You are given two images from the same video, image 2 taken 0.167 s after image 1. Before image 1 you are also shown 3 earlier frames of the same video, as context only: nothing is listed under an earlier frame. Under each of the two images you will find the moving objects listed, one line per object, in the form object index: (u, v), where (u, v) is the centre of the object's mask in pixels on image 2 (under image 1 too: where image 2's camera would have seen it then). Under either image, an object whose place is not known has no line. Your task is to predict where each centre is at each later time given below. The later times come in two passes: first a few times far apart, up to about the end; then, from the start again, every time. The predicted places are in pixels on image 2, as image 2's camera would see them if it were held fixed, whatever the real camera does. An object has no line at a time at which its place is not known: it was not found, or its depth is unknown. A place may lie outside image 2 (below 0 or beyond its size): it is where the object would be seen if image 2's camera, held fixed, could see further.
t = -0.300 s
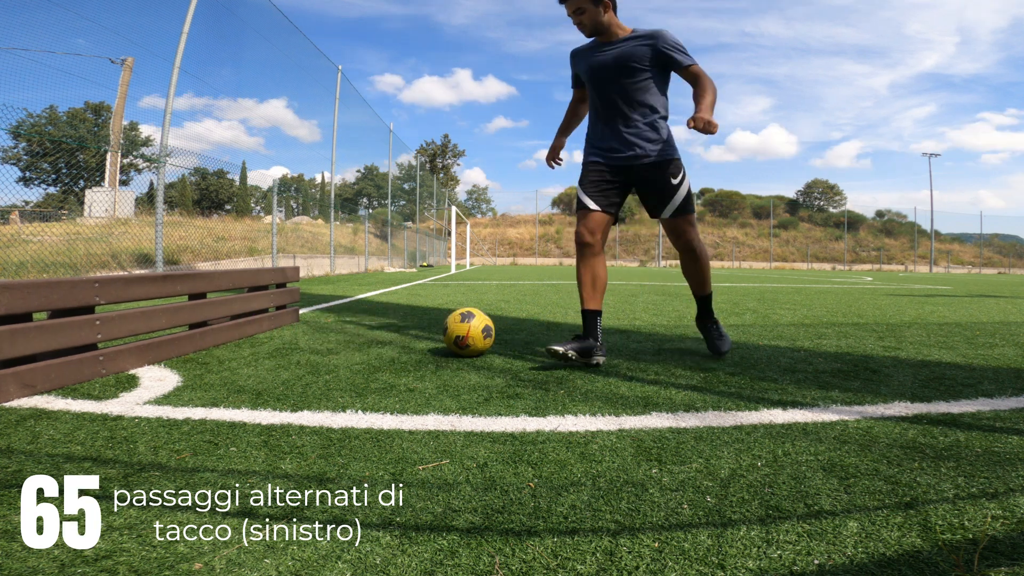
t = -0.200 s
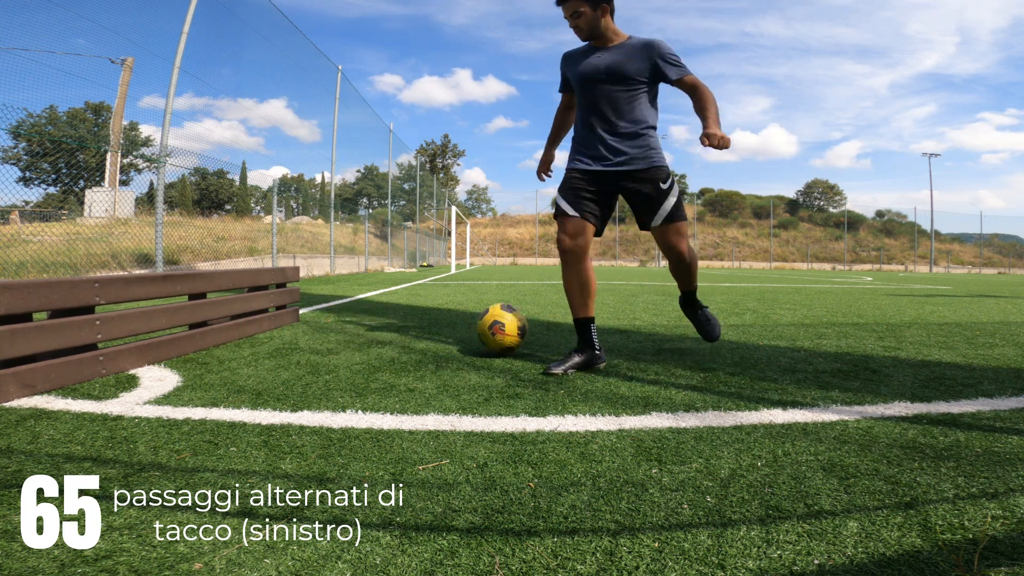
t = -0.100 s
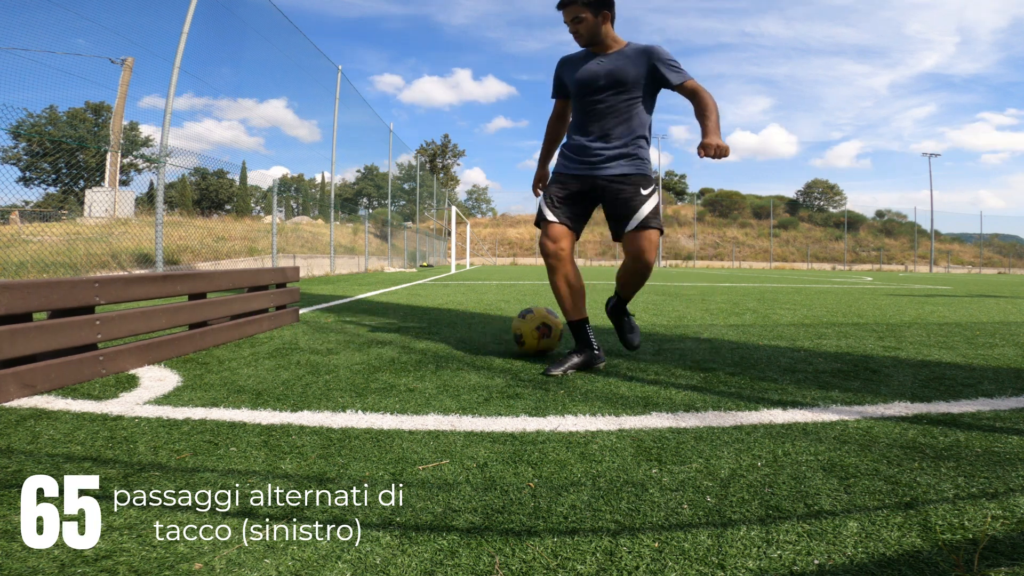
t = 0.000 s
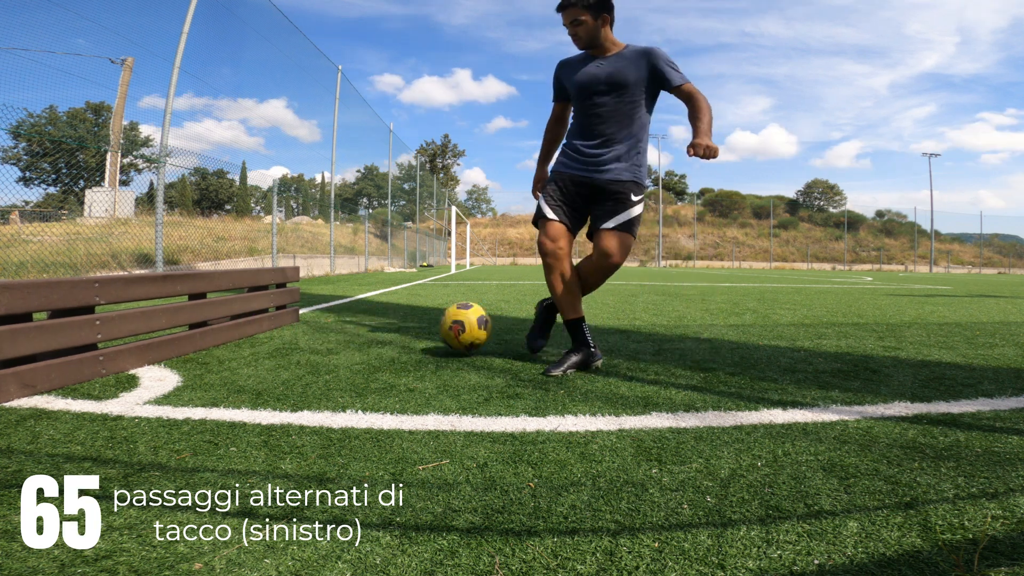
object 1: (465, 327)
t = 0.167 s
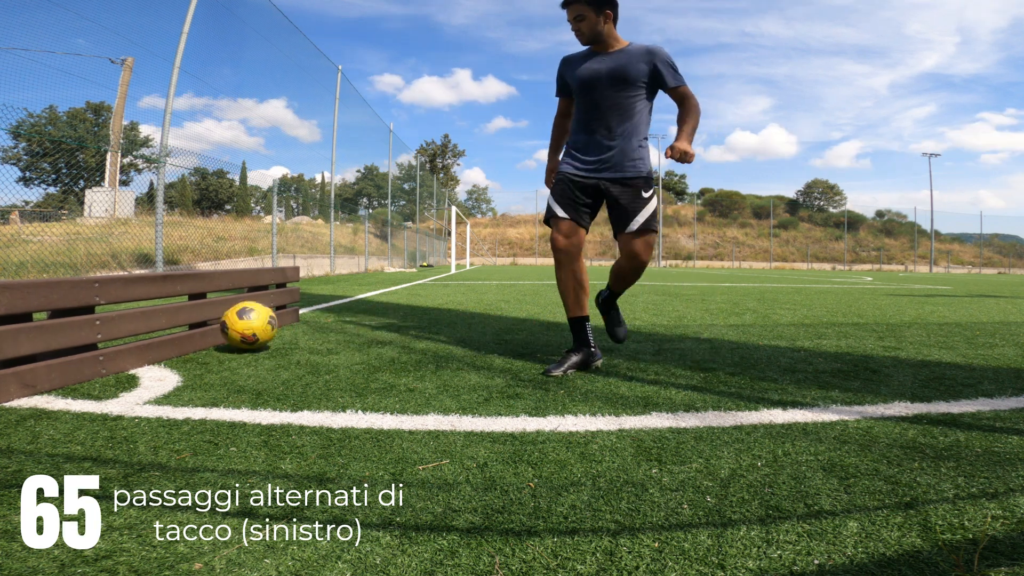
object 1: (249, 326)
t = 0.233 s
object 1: (254, 319)
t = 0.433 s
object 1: (415, 329)
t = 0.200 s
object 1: (226, 321)
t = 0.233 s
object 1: (254, 319)
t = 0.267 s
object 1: (282, 319)
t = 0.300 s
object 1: (311, 323)
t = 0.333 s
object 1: (340, 329)
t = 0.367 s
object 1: (369, 335)
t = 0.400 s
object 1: (392, 331)
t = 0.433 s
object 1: (415, 329)
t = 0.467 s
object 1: (438, 330)
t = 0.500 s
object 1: (461, 332)
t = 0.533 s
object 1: (485, 338)
